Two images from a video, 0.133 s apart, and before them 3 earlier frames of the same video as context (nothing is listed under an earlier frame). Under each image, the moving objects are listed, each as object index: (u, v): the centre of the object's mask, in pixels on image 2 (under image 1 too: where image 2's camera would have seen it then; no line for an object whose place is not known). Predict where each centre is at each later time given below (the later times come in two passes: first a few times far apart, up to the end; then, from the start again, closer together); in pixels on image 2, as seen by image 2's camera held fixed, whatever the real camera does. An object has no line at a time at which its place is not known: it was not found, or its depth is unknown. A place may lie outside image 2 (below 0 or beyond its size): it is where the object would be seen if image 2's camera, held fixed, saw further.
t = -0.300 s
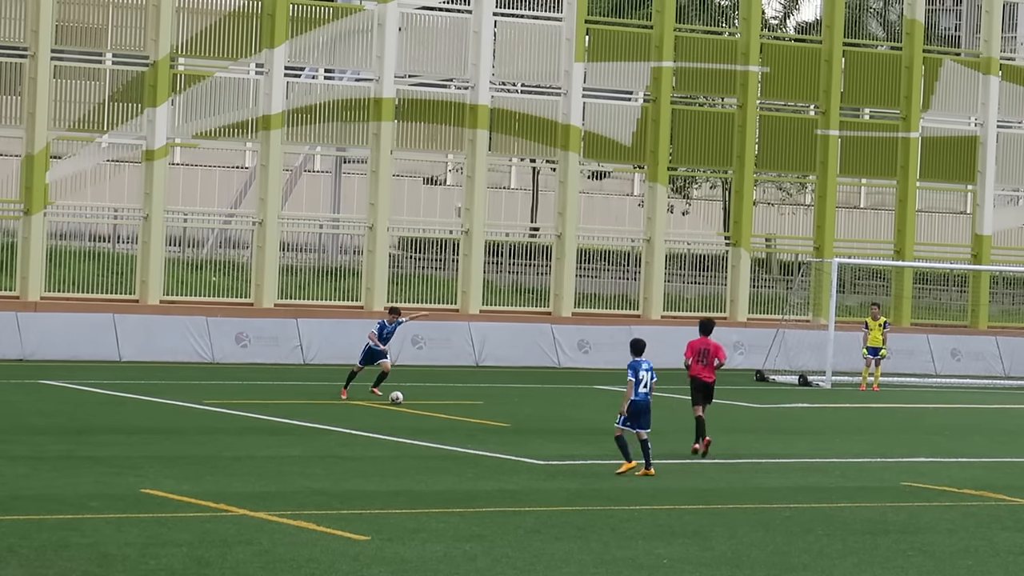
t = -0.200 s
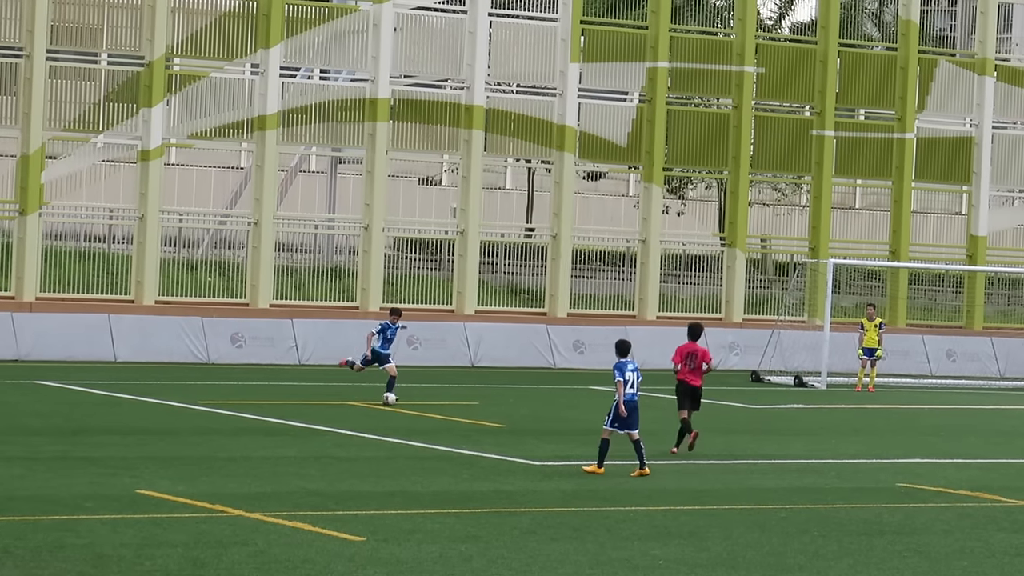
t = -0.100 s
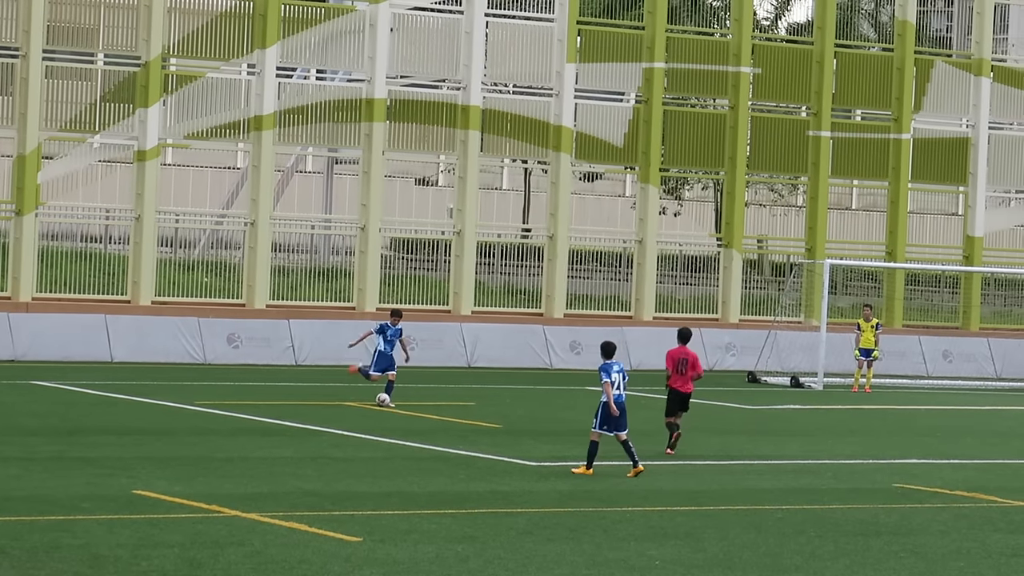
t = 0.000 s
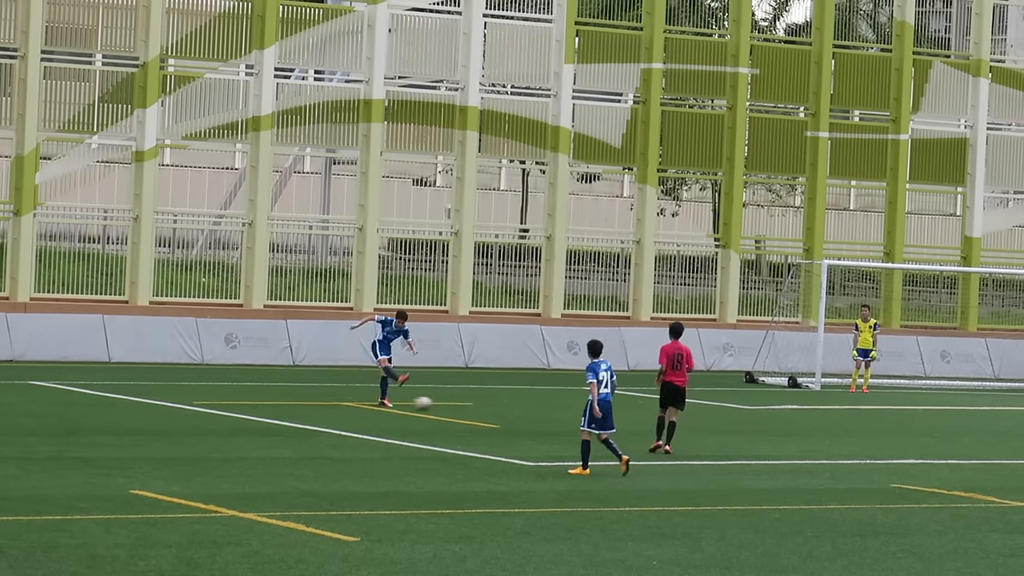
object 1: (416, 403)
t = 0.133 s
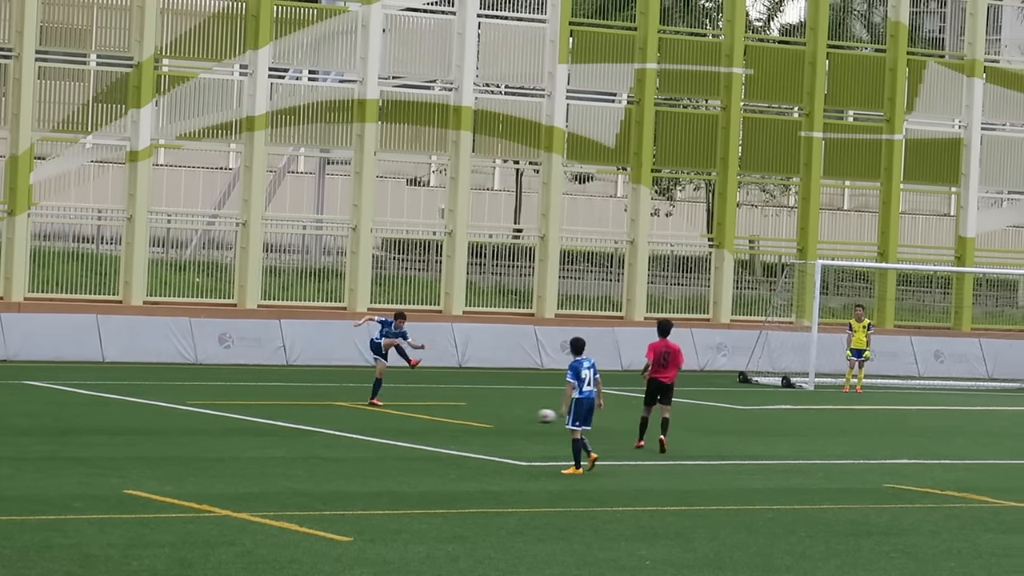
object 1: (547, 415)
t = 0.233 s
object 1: (637, 420)
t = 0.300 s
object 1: (700, 430)
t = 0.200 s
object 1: (608, 420)
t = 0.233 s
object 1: (637, 420)
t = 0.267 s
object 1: (669, 426)
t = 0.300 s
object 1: (700, 430)
